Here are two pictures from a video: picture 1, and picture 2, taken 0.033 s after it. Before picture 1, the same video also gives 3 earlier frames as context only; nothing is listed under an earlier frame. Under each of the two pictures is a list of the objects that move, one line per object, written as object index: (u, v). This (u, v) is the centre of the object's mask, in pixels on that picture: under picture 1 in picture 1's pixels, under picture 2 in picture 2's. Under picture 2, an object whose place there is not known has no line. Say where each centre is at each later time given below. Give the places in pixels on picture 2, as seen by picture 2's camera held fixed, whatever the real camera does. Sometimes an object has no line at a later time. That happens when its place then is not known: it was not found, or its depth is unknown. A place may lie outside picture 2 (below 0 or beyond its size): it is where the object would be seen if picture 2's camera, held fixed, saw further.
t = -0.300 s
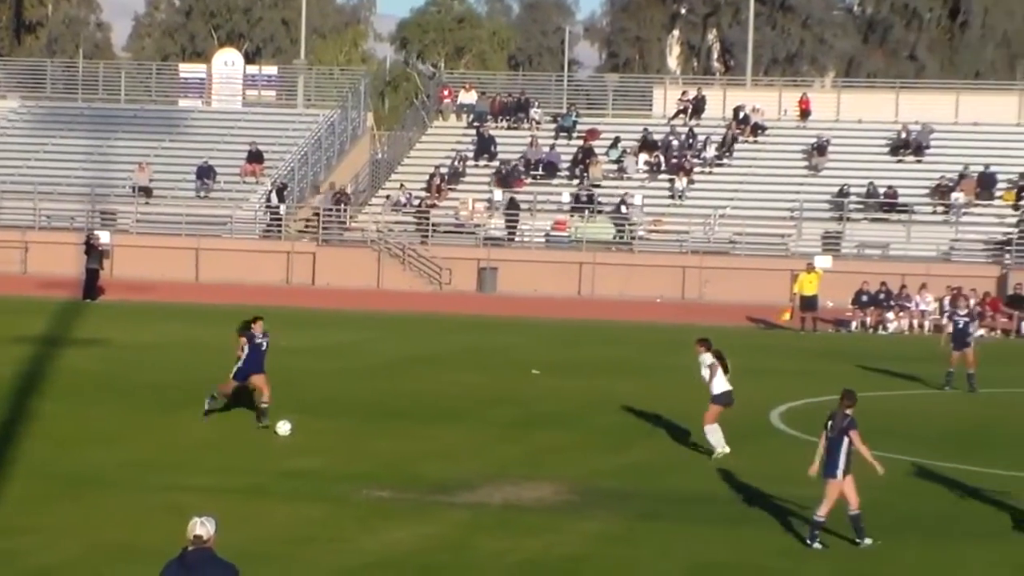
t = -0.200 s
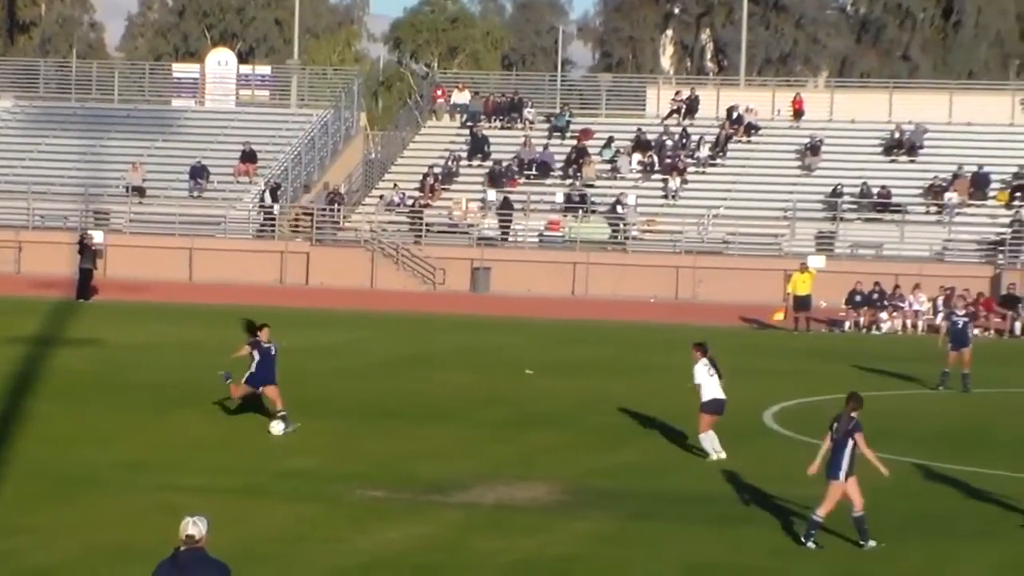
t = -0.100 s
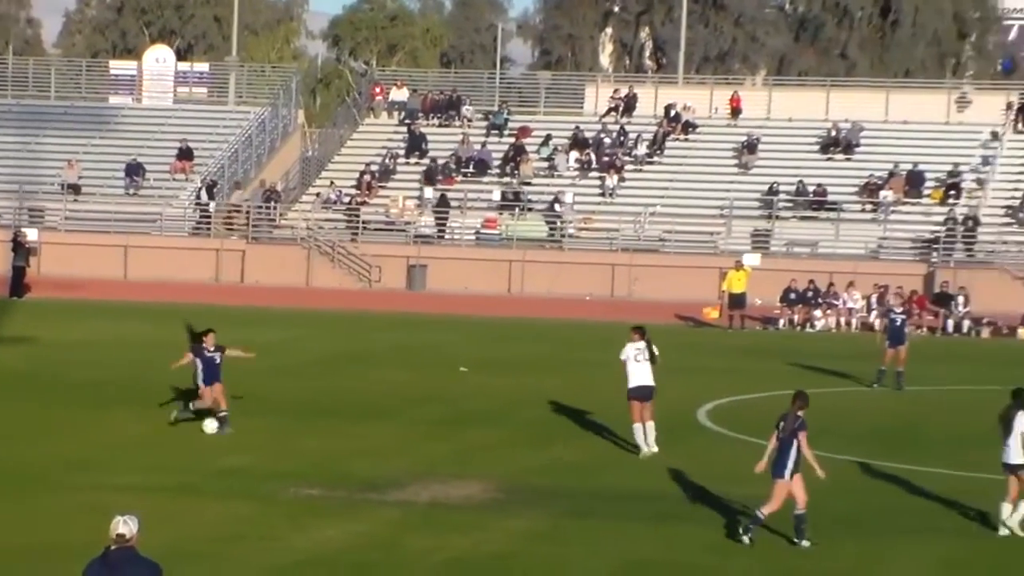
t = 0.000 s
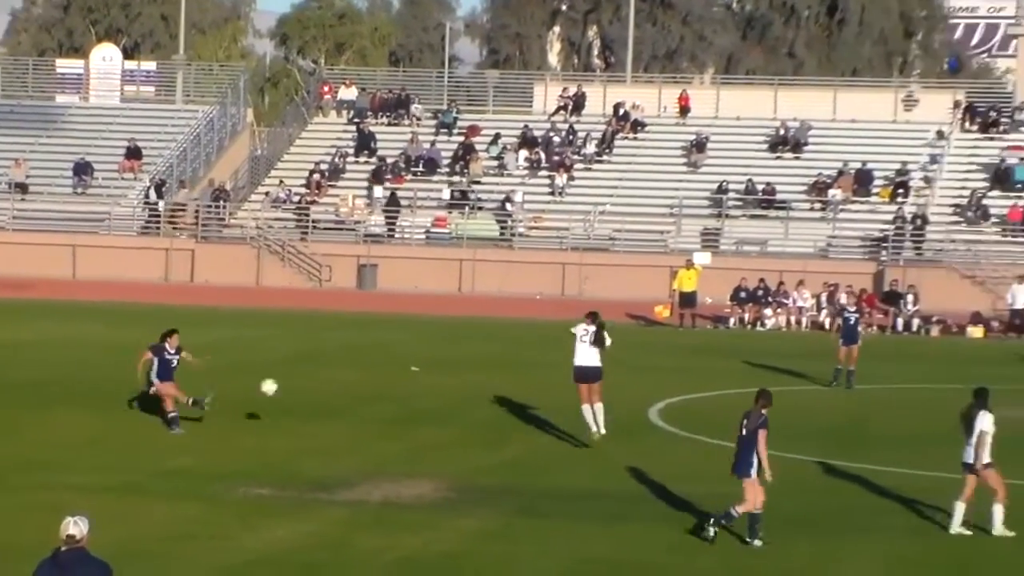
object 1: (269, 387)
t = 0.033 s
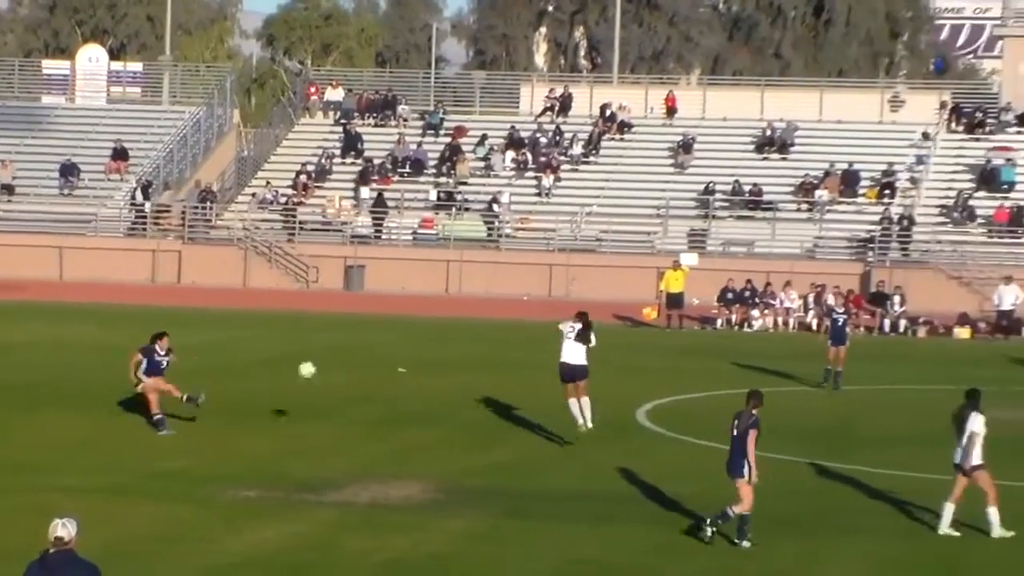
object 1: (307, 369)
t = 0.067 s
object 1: (356, 351)
